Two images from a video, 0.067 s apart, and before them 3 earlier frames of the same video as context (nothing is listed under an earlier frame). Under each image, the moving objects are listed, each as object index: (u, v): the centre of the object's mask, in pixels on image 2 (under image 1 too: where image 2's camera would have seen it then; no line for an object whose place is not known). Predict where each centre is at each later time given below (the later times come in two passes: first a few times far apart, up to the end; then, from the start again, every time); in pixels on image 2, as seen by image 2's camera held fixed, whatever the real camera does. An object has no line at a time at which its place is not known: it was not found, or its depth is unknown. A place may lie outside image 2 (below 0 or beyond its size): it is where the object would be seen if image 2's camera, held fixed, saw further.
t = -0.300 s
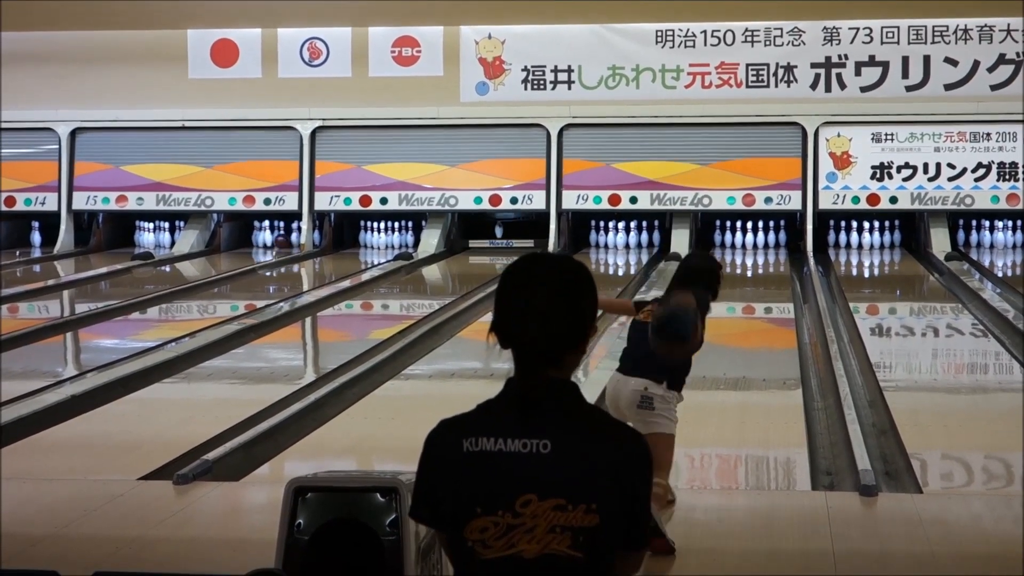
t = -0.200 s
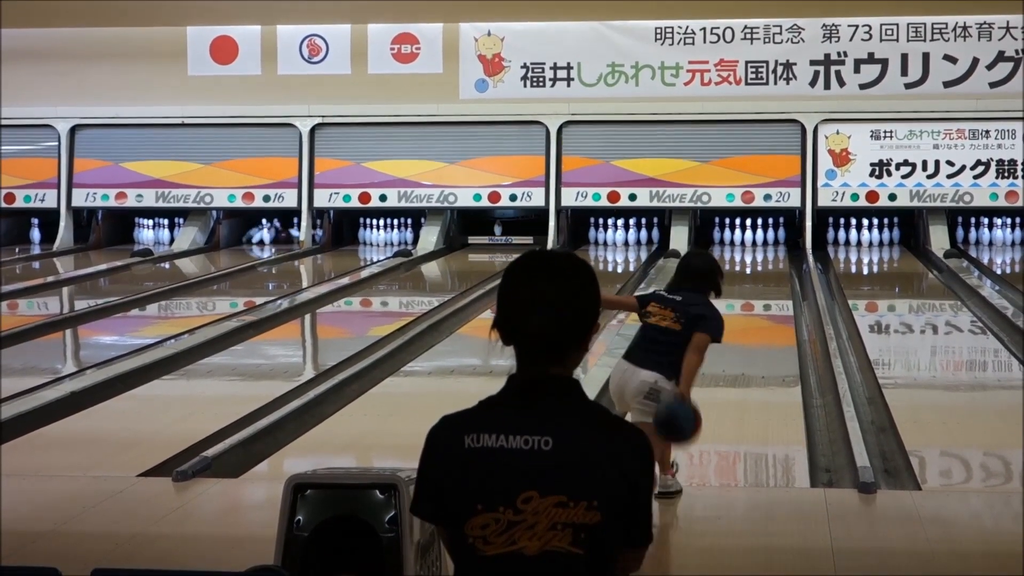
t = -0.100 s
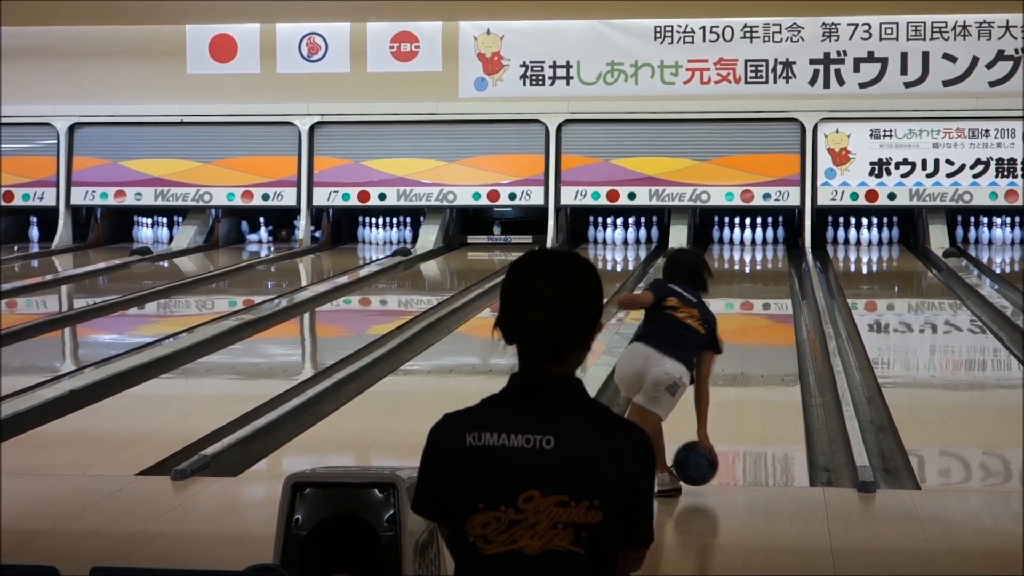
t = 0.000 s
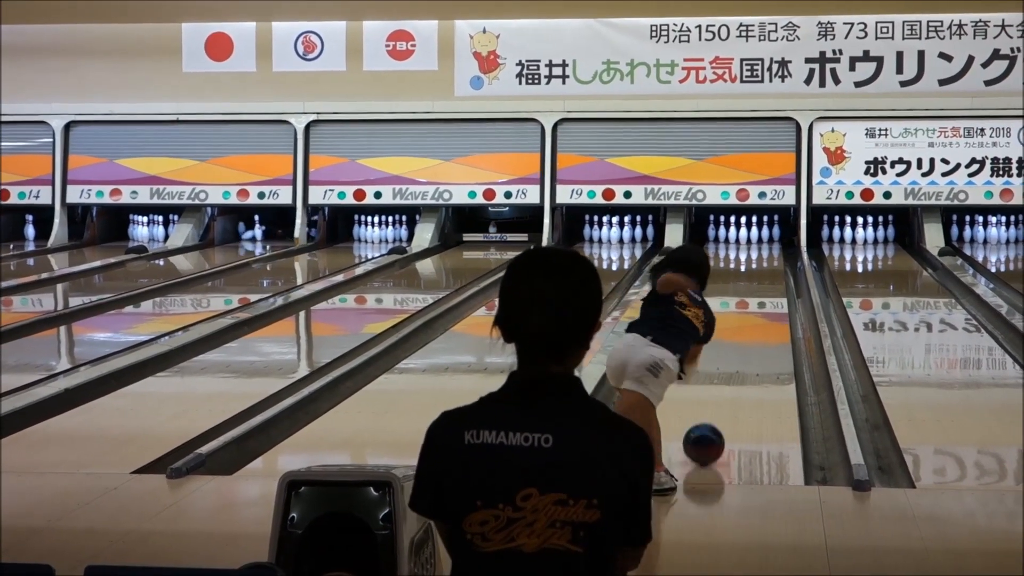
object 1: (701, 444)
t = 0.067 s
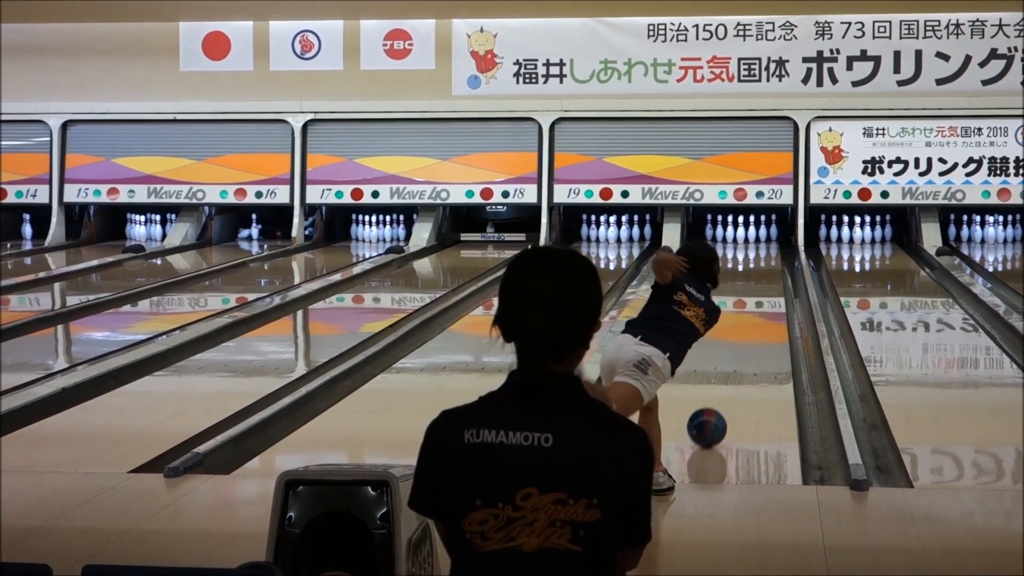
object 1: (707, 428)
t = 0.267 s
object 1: (720, 387)
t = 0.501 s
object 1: (732, 352)
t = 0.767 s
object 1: (741, 321)
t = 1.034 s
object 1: (747, 297)
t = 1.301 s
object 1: (752, 279)
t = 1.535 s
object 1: (754, 265)
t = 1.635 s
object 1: (755, 260)
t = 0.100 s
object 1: (709, 420)
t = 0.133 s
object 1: (712, 413)
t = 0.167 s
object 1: (714, 406)
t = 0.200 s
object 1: (716, 400)
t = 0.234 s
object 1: (718, 393)
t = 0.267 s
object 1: (720, 387)
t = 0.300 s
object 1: (722, 382)
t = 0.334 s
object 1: (724, 376)
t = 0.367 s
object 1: (726, 371)
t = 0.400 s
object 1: (727, 366)
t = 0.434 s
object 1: (729, 361)
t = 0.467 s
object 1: (730, 356)
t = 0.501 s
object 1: (732, 352)
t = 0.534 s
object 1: (733, 348)
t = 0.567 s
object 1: (734, 344)
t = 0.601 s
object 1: (736, 340)
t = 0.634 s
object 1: (740, 335)
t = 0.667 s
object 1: (738, 331)
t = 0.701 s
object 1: (739, 328)
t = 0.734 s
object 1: (740, 324)
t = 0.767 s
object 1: (741, 321)
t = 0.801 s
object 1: (742, 318)
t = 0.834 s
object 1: (743, 314)
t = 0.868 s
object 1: (743, 311)
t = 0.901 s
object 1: (744, 308)
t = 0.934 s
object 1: (745, 306)
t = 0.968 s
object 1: (746, 303)
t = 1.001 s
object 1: (747, 300)
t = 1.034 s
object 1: (747, 297)
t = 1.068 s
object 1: (748, 295)
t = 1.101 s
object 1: (749, 292)
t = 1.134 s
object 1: (749, 290)
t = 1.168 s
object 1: (750, 288)
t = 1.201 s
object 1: (751, 286)
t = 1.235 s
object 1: (751, 284)
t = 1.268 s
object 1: (751, 282)
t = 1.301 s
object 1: (752, 279)
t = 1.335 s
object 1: (753, 277)
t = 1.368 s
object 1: (753, 275)
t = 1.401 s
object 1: (753, 273)
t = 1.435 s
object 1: (753, 271)
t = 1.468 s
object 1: (754, 270)
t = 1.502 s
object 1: (754, 267)
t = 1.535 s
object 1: (754, 265)
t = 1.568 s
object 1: (755, 264)
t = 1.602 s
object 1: (755, 262)
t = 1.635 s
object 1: (755, 260)
